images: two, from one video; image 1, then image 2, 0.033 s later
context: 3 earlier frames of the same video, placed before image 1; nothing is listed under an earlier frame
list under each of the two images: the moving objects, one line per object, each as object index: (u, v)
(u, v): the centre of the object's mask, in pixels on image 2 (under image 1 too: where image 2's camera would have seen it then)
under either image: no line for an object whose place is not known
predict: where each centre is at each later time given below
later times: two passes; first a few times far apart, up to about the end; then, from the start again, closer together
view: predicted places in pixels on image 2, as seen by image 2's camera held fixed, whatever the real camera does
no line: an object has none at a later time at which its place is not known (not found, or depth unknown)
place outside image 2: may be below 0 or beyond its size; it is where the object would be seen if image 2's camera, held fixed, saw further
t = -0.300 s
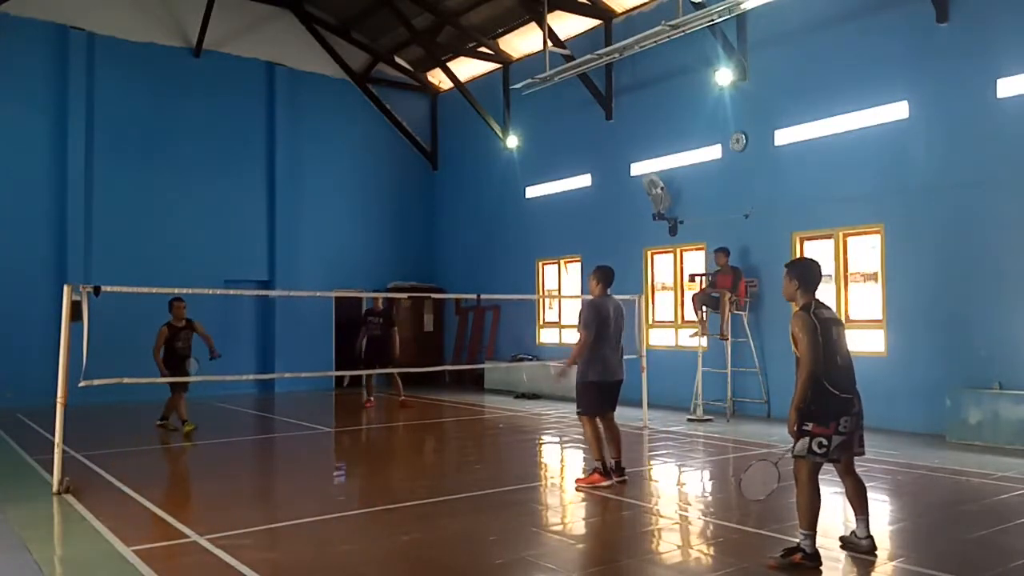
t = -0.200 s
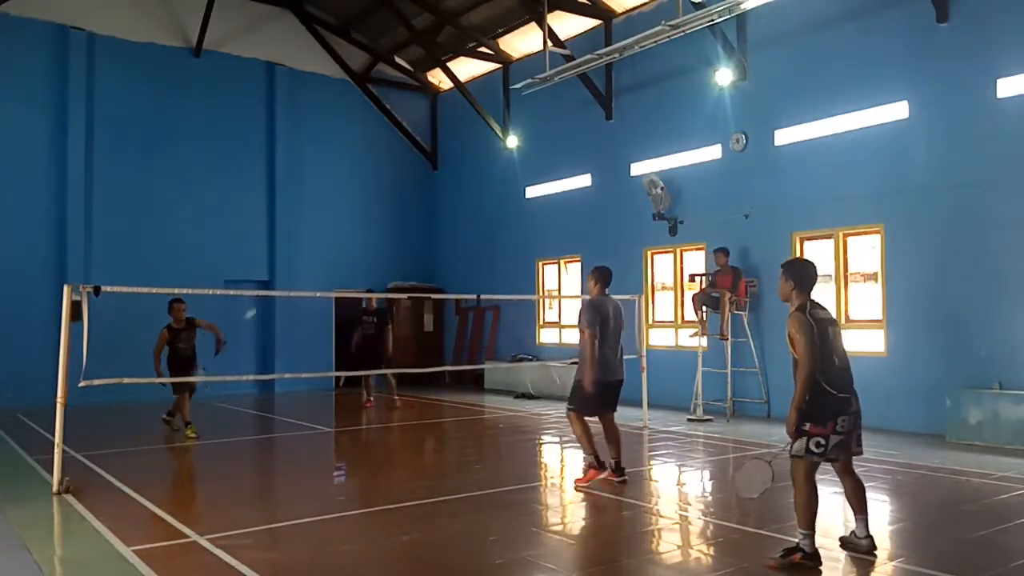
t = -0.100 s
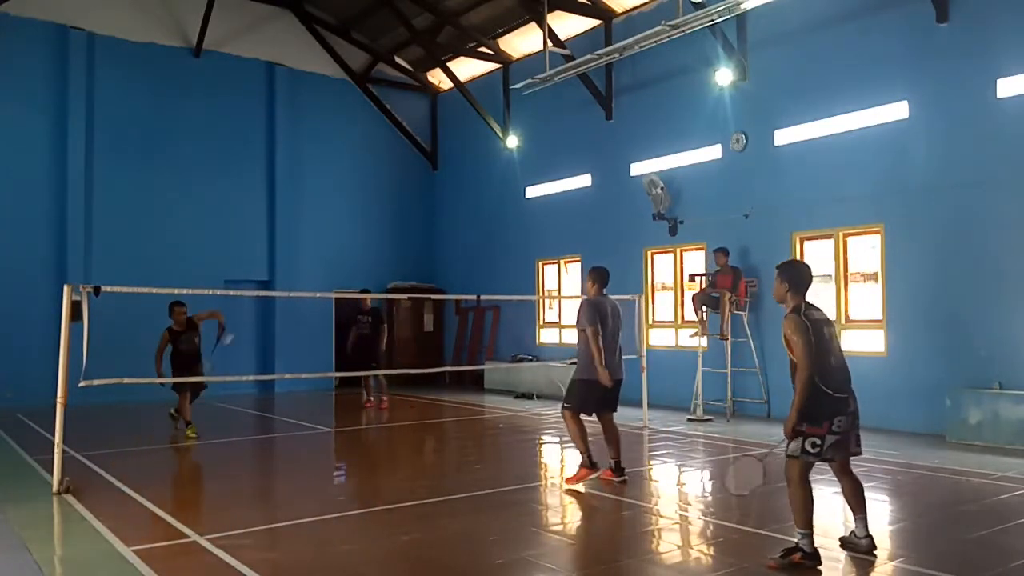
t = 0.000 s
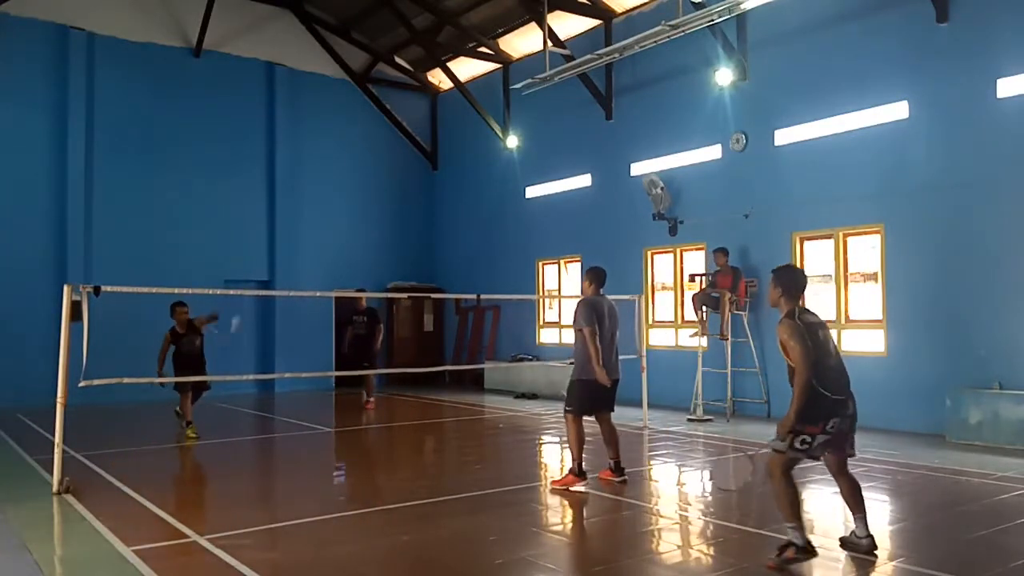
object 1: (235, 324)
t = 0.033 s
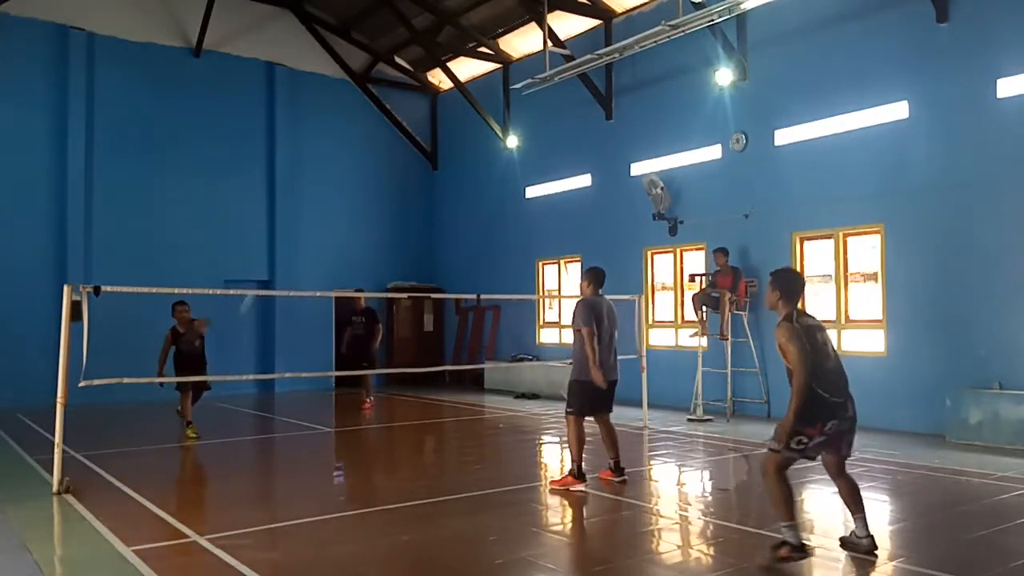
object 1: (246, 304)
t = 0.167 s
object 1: (299, 222)
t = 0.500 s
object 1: (438, 126)
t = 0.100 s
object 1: (270, 254)
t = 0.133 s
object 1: (284, 237)
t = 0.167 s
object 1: (299, 222)
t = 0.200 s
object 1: (312, 206)
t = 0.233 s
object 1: (325, 191)
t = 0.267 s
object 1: (338, 177)
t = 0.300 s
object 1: (353, 165)
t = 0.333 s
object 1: (366, 155)
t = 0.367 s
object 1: (380, 146)
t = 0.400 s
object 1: (394, 138)
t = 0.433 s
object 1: (408, 132)
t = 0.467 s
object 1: (423, 128)
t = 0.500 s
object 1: (438, 126)
